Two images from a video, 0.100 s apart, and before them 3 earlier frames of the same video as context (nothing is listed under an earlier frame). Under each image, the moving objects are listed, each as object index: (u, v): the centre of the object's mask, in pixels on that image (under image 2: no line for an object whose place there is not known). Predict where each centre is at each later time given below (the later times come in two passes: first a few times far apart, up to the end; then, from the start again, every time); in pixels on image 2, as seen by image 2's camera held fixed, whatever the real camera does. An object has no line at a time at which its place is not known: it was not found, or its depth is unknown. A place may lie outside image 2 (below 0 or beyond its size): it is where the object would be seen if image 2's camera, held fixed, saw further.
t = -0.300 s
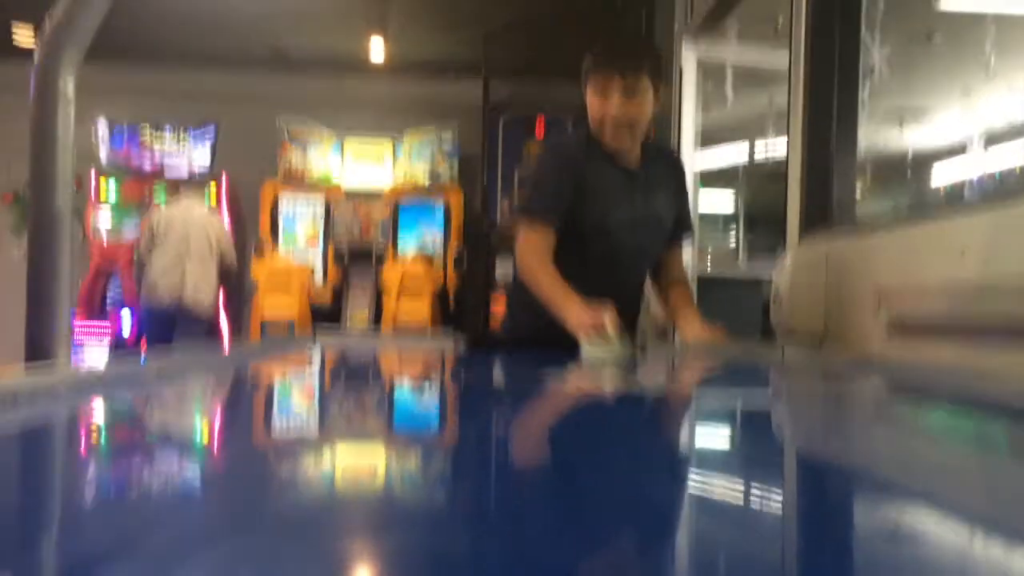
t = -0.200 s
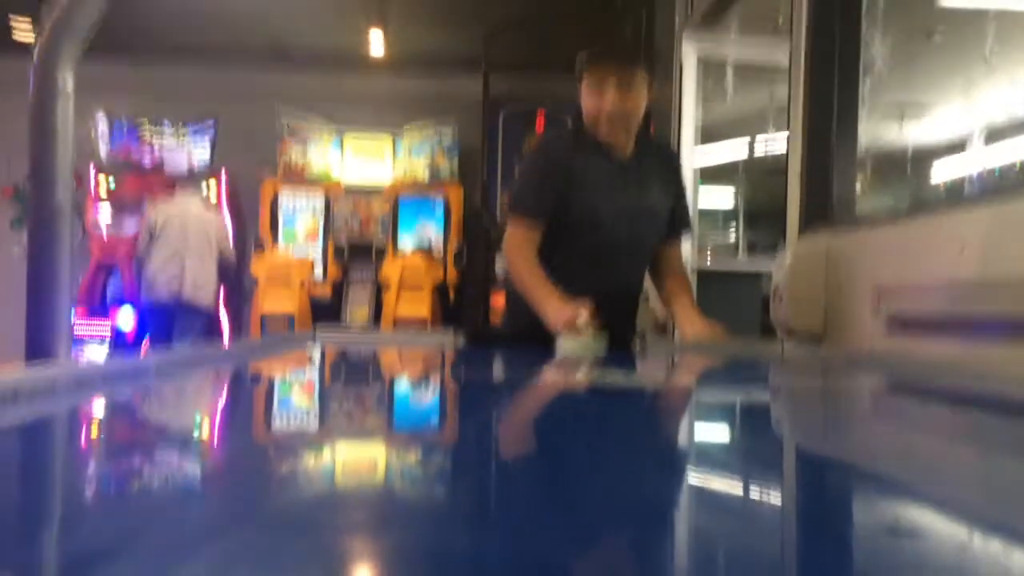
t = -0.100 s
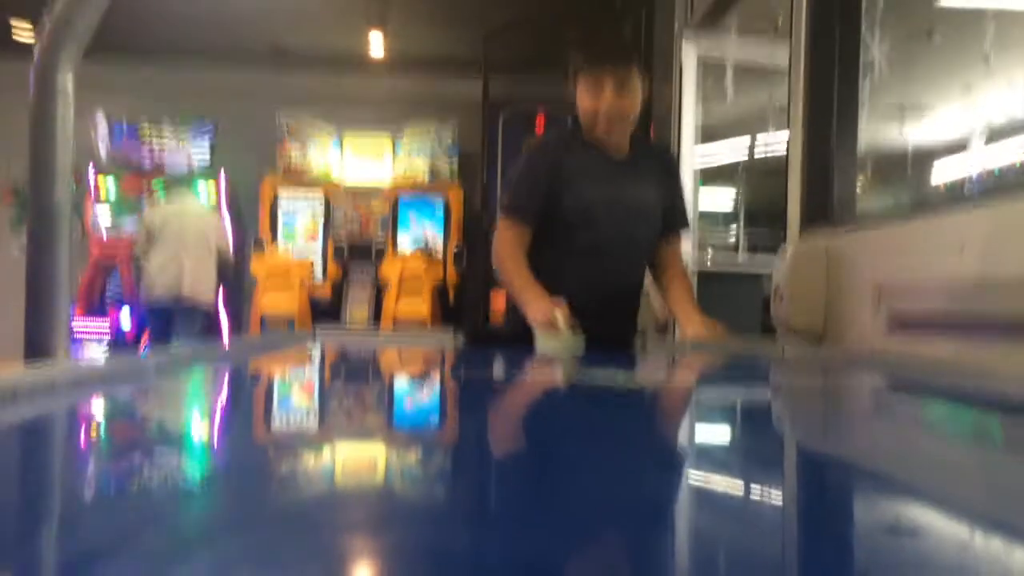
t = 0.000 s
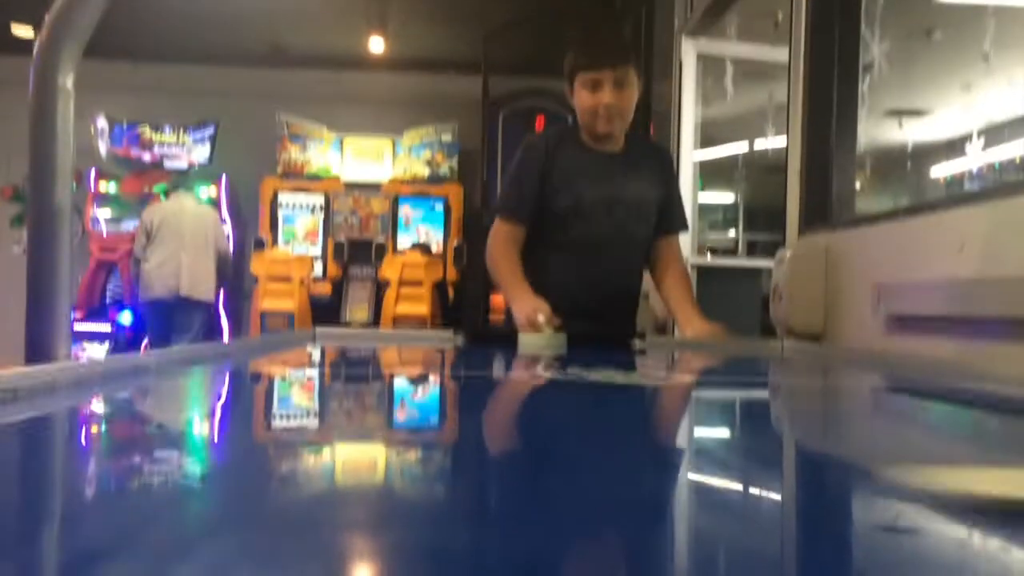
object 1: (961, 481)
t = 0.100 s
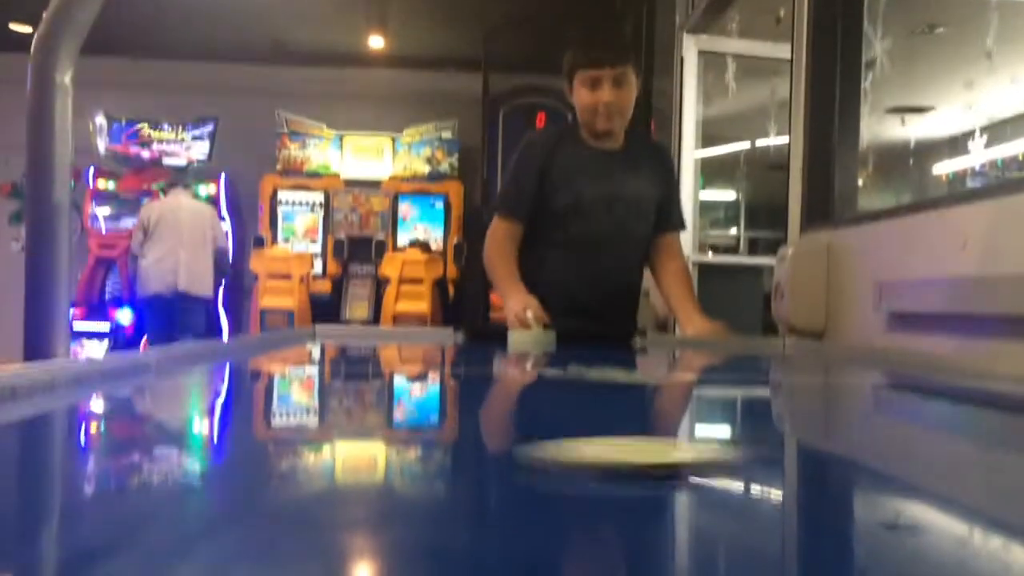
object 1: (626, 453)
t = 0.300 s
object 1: (110, 413)
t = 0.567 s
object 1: (253, 406)
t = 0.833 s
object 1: (508, 407)
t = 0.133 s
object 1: (527, 444)
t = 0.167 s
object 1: (434, 437)
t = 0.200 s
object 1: (341, 431)
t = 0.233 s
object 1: (256, 425)
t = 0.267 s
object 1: (181, 420)
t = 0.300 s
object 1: (110, 413)
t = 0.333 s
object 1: (61, 410)
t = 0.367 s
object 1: (28, 405)
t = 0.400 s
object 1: (41, 405)
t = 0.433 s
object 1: (74, 406)
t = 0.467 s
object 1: (118, 405)
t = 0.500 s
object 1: (162, 406)
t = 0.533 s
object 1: (207, 406)
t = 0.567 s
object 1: (253, 406)
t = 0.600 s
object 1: (291, 406)
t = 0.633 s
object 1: (332, 406)
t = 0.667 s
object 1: (366, 407)
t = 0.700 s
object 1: (398, 407)
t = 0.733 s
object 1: (427, 407)
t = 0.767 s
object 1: (457, 407)
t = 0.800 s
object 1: (484, 407)
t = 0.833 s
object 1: (508, 407)
